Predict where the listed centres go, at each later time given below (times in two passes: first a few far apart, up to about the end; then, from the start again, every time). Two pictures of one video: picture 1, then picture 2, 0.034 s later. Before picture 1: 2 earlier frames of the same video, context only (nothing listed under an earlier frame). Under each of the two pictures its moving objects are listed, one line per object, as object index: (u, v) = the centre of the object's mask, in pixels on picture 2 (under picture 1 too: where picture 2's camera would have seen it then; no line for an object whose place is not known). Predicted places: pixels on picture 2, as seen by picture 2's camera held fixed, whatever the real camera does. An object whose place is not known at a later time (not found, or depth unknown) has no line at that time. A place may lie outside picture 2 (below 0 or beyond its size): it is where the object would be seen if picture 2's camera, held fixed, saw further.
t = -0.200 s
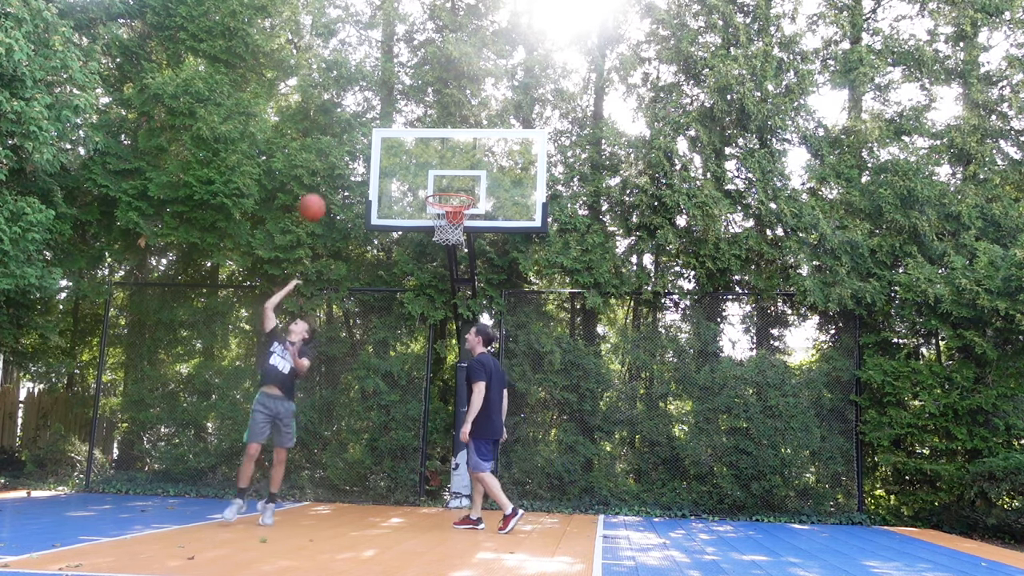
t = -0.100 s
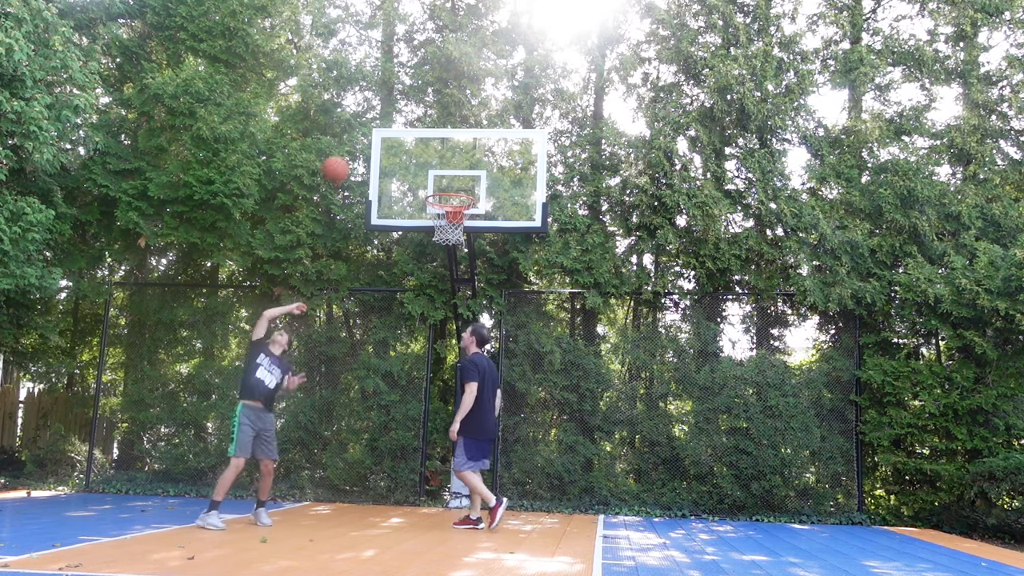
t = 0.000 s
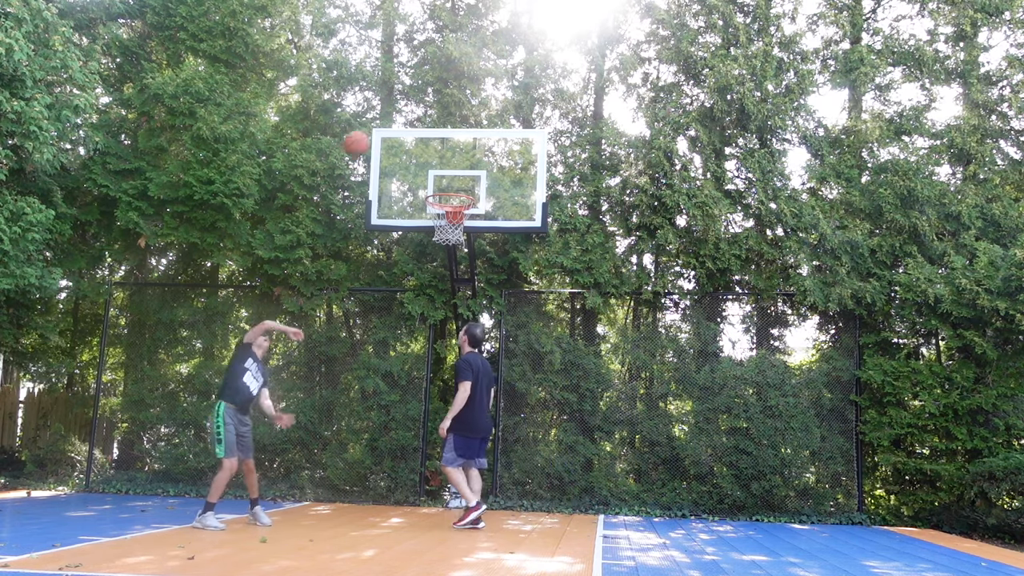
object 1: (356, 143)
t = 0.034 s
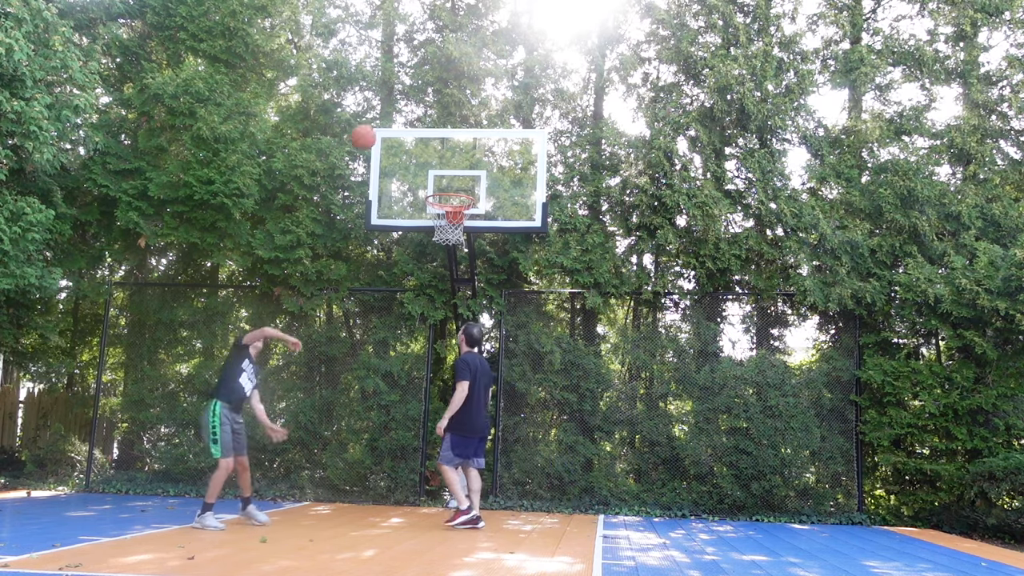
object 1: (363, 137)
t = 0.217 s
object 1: (396, 124)
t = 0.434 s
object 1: (431, 149)
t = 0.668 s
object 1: (455, 185)
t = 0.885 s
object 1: (459, 181)
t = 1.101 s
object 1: (455, 195)
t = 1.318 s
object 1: (444, 214)
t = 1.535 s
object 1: (443, 246)
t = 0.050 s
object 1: (366, 134)
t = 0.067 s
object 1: (370, 131)
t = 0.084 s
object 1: (373, 130)
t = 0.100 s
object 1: (377, 128)
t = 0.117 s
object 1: (380, 127)
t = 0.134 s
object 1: (382, 126)
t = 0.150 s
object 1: (385, 124)
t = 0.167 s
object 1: (388, 124)
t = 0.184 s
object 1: (391, 123)
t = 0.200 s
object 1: (393, 124)
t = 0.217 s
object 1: (396, 124)
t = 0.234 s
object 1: (399, 124)
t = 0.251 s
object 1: (402, 125)
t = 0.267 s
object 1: (405, 126)
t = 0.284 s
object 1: (408, 127)
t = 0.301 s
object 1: (411, 129)
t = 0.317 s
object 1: (413, 130)
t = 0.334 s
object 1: (415, 131)
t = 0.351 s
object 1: (418, 134)
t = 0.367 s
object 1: (421, 137)
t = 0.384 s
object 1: (423, 140)
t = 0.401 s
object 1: (426, 143)
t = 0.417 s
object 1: (429, 146)
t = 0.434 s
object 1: (431, 149)
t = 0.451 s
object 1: (433, 152)
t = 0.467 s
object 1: (436, 155)
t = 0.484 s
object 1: (438, 160)
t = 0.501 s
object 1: (440, 165)
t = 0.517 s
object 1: (442, 169)
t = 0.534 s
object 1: (445, 175)
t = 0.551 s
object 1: (448, 180)
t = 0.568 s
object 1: (449, 184)
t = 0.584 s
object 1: (452, 187)
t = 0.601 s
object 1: (454, 189)
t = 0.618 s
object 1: (454, 188)
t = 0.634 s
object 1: (454, 187)
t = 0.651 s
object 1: (455, 186)
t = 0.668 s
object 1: (455, 185)
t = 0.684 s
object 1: (456, 184)
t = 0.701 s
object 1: (456, 183)
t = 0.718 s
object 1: (456, 182)
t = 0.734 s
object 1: (456, 181)
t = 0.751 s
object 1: (457, 180)
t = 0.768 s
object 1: (457, 180)
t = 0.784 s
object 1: (457, 179)
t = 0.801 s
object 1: (457, 179)
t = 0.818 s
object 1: (458, 179)
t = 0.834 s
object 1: (458, 179)
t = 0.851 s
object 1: (458, 180)
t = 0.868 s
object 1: (458, 180)
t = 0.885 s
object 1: (459, 181)
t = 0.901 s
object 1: (459, 182)
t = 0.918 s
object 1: (458, 183)
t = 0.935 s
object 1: (459, 185)
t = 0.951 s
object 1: (460, 186)
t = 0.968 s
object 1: (460, 187)
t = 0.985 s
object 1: (459, 188)
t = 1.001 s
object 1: (460, 189)
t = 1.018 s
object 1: (460, 189)
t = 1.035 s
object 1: (457, 193)
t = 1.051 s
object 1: (457, 193)
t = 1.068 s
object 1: (457, 193)
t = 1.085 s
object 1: (456, 193)
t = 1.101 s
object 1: (455, 195)
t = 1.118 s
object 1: (454, 195)
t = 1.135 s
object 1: (454, 196)
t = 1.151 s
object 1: (453, 197)
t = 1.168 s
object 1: (452, 198)
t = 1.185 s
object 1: (449, 200)
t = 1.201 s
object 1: (449, 203)
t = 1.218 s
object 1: (448, 206)
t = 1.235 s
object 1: (448, 208)
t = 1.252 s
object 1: (446, 211)
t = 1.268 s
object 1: (444, 212)
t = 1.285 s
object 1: (445, 213)
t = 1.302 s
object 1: (444, 211)
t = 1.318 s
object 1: (444, 214)
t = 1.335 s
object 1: (444, 215)
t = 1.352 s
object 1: (444, 216)
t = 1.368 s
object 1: (444, 216)
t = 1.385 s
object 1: (444, 217)
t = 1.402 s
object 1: (443, 224)
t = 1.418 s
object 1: (444, 224)
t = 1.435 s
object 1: (444, 235)
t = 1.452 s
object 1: (445, 231)
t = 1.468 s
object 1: (443, 238)
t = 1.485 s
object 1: (443, 240)
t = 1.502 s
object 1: (443, 242)
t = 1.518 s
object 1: (443, 244)
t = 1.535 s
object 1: (443, 246)
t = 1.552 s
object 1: (443, 249)
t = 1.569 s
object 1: (443, 253)
